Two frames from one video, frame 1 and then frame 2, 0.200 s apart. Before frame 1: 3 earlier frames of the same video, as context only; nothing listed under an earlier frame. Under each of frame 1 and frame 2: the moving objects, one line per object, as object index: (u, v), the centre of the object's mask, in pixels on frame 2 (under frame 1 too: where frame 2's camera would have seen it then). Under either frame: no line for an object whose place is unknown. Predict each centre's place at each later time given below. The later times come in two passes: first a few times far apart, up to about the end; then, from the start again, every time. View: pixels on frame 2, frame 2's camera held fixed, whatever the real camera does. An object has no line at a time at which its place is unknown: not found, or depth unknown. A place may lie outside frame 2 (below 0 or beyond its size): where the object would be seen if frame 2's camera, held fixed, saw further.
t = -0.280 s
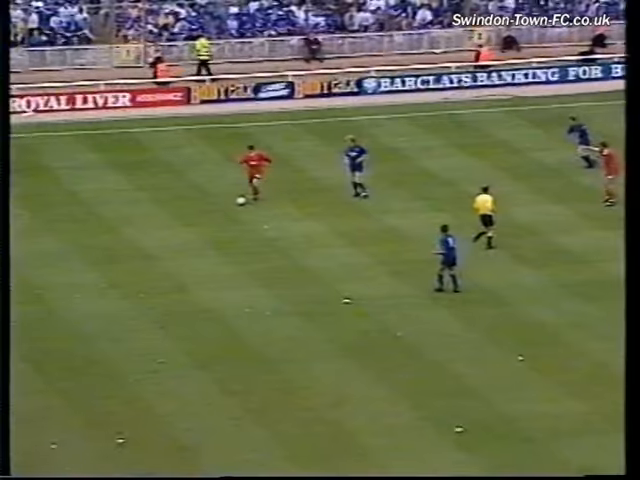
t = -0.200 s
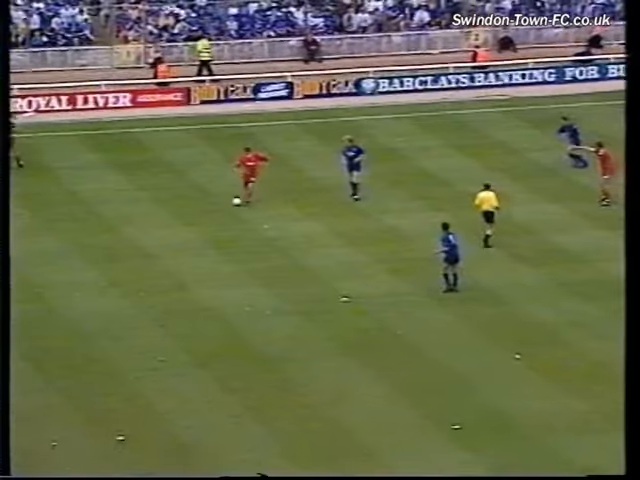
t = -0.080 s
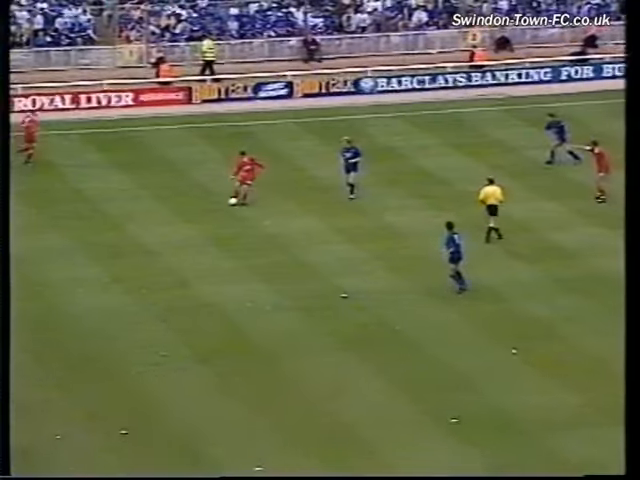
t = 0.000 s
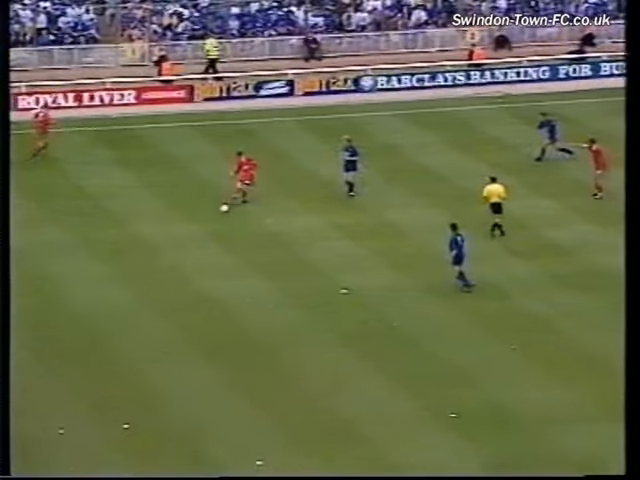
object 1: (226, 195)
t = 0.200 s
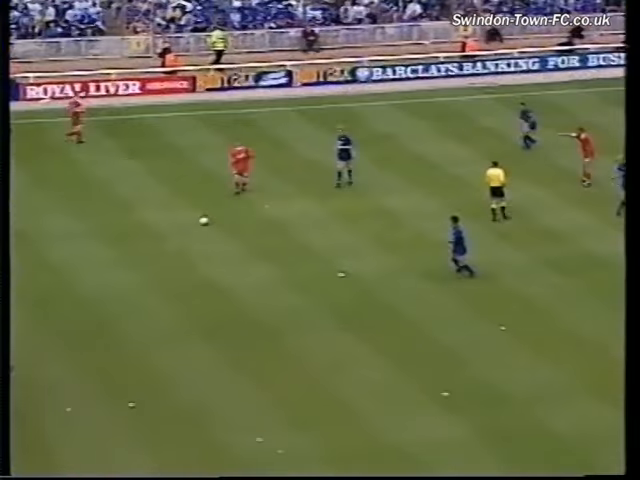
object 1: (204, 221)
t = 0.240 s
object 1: (200, 226)
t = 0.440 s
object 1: (182, 248)
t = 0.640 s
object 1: (170, 266)
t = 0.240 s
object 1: (200, 226)
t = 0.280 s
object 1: (196, 230)
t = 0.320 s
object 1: (193, 235)
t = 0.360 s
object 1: (189, 239)
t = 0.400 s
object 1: (186, 243)
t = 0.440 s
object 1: (182, 248)
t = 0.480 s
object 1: (179, 252)
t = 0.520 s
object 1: (177, 255)
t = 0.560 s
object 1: (174, 259)
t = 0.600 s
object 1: (172, 264)
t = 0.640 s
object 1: (170, 266)
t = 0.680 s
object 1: (168, 269)
